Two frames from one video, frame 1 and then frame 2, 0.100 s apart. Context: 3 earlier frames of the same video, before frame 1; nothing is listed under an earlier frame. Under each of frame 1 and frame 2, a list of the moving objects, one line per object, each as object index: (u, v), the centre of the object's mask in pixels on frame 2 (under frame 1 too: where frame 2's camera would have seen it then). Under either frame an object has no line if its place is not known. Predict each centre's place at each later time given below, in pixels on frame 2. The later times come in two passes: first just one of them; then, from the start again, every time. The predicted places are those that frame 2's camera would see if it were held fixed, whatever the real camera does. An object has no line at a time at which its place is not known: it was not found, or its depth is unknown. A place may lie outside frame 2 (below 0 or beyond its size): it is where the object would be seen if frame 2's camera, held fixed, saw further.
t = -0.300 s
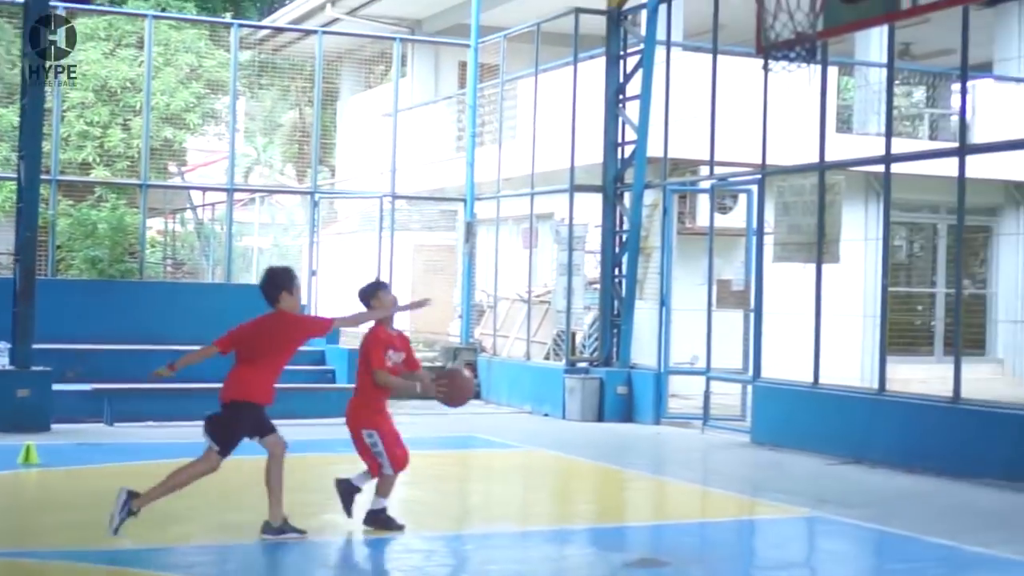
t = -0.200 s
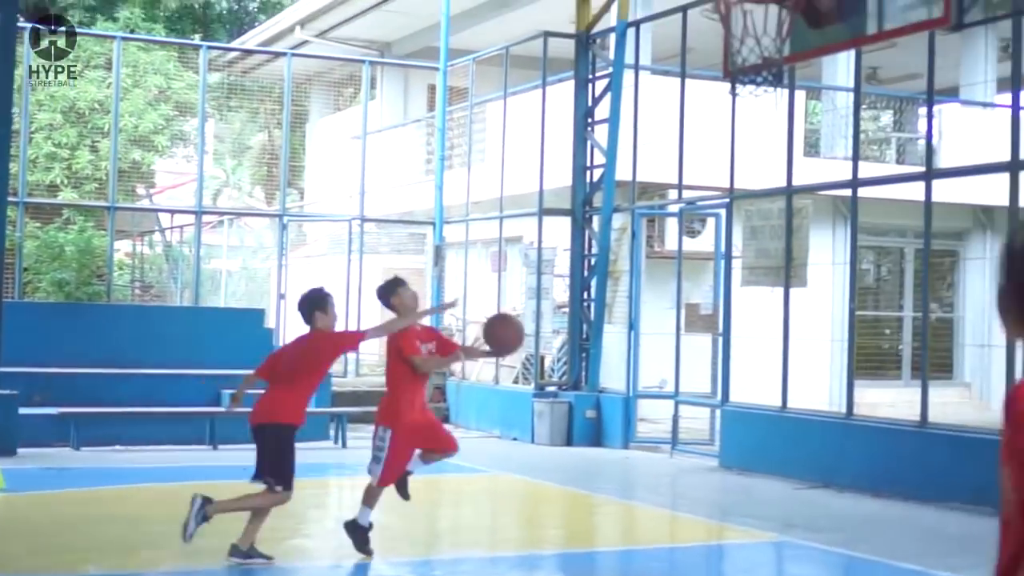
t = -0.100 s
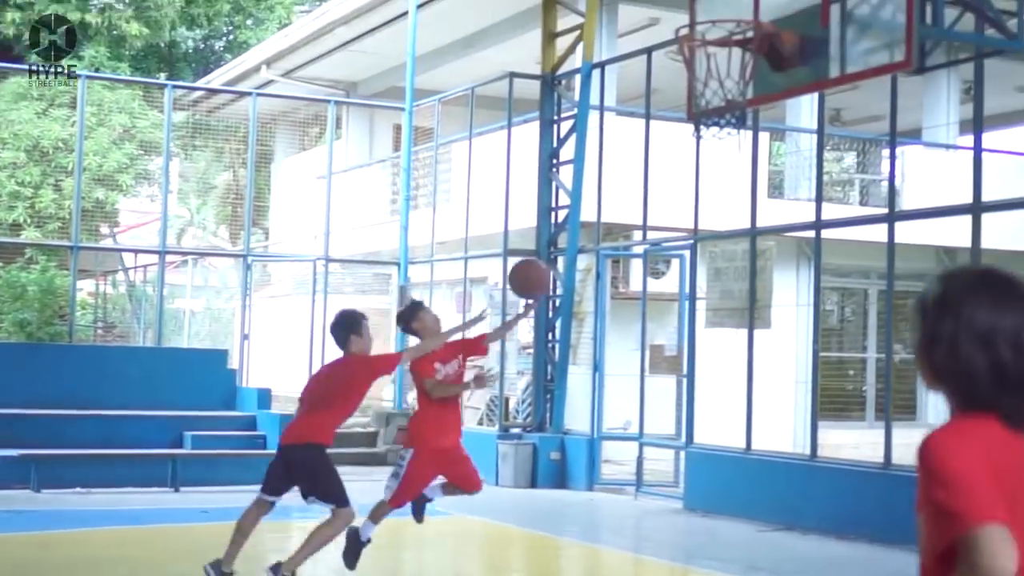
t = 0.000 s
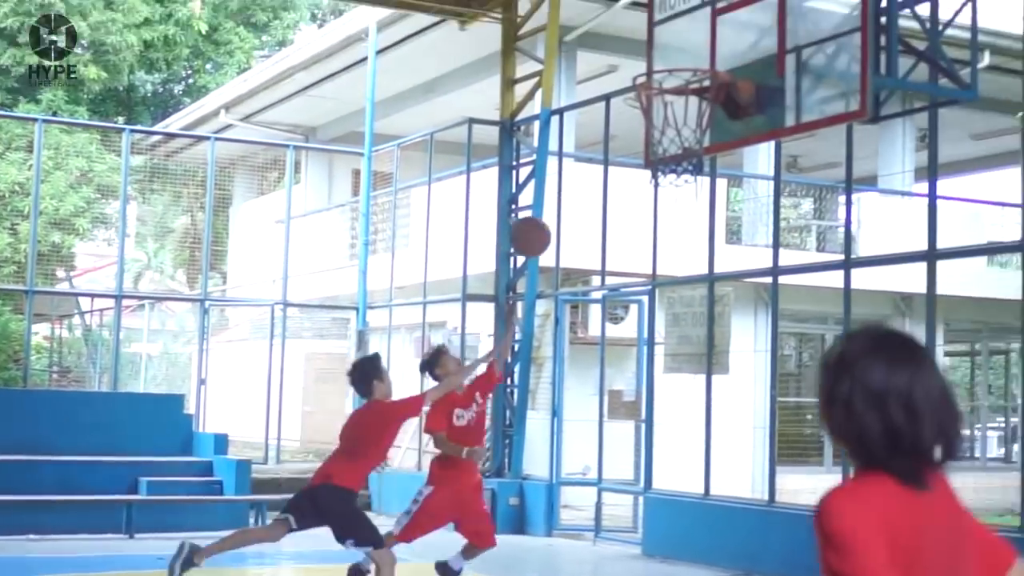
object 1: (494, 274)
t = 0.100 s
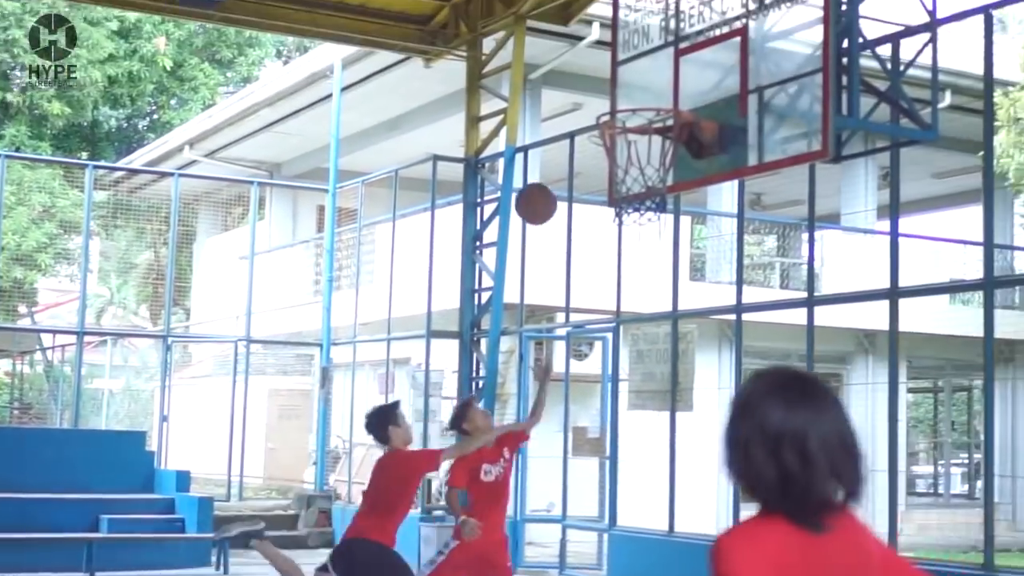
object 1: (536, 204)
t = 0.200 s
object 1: (577, 152)
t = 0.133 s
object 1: (549, 184)
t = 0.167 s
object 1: (563, 167)
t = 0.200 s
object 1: (577, 152)
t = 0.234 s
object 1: (589, 138)
